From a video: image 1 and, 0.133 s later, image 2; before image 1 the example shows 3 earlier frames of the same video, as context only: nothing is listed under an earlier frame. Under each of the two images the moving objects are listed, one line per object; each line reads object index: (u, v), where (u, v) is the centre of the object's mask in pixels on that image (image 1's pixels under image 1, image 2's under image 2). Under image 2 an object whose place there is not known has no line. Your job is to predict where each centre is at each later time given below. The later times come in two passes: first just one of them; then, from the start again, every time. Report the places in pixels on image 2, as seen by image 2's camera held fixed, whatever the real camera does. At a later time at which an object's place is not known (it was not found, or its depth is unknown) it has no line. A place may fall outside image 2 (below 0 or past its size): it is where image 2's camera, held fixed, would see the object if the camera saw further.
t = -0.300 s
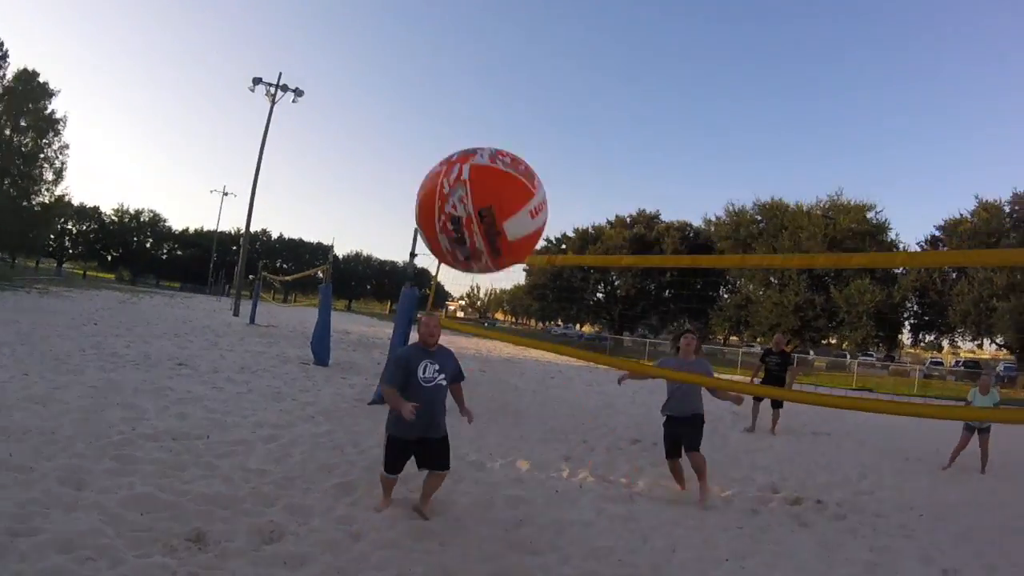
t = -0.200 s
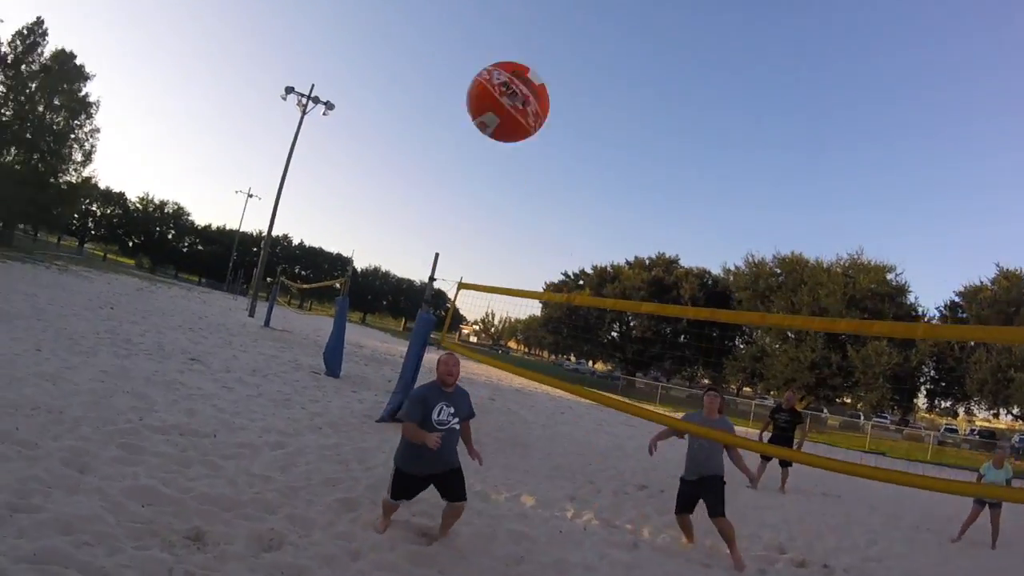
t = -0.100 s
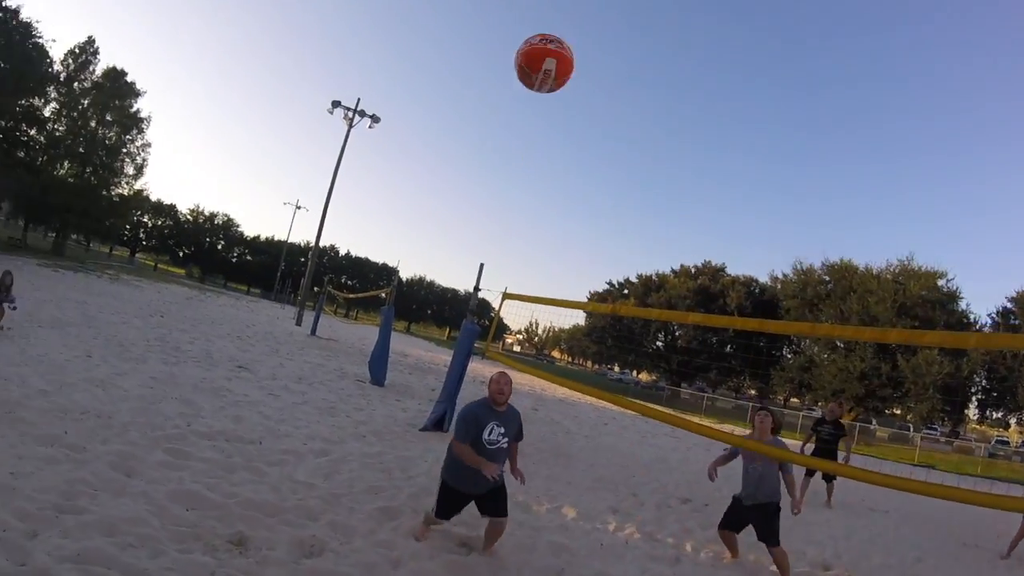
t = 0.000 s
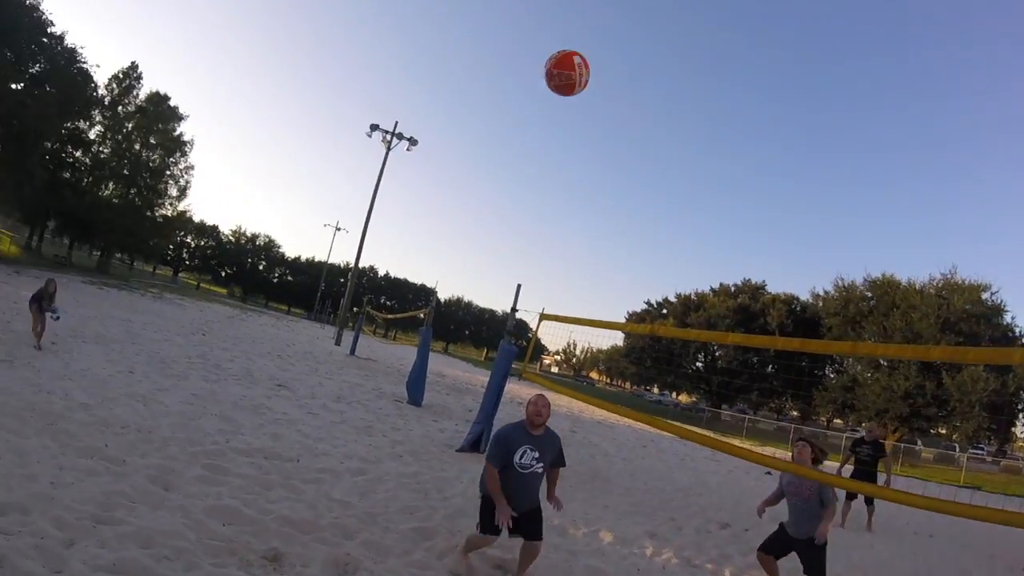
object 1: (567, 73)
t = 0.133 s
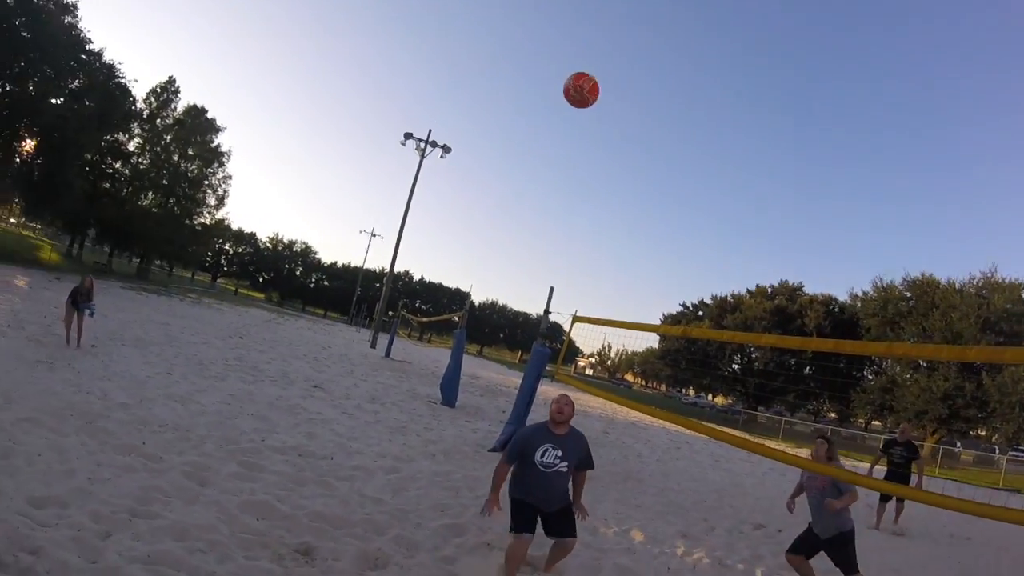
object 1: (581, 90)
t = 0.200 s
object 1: (576, 97)
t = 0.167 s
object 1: (579, 94)
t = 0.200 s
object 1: (576, 97)
